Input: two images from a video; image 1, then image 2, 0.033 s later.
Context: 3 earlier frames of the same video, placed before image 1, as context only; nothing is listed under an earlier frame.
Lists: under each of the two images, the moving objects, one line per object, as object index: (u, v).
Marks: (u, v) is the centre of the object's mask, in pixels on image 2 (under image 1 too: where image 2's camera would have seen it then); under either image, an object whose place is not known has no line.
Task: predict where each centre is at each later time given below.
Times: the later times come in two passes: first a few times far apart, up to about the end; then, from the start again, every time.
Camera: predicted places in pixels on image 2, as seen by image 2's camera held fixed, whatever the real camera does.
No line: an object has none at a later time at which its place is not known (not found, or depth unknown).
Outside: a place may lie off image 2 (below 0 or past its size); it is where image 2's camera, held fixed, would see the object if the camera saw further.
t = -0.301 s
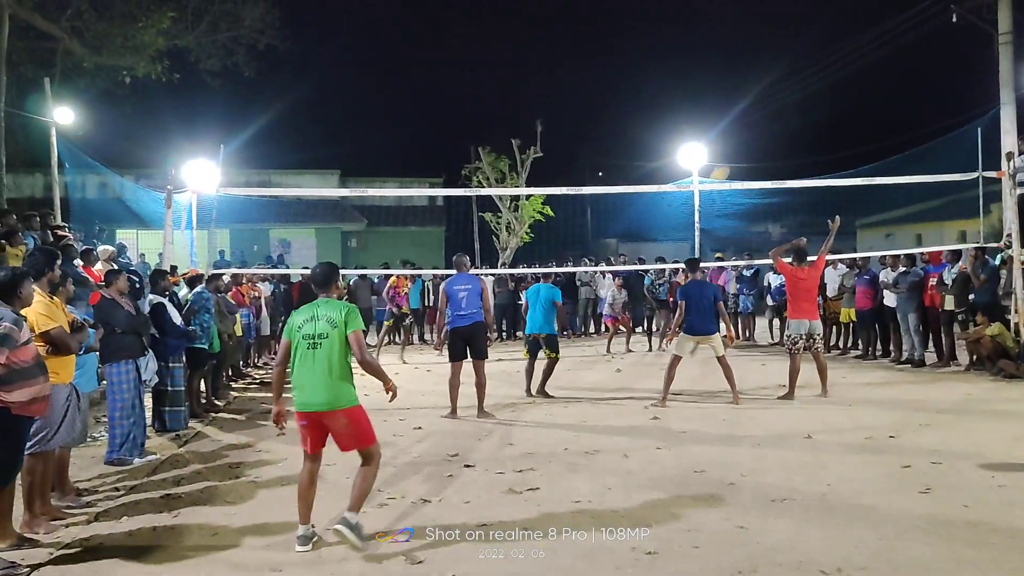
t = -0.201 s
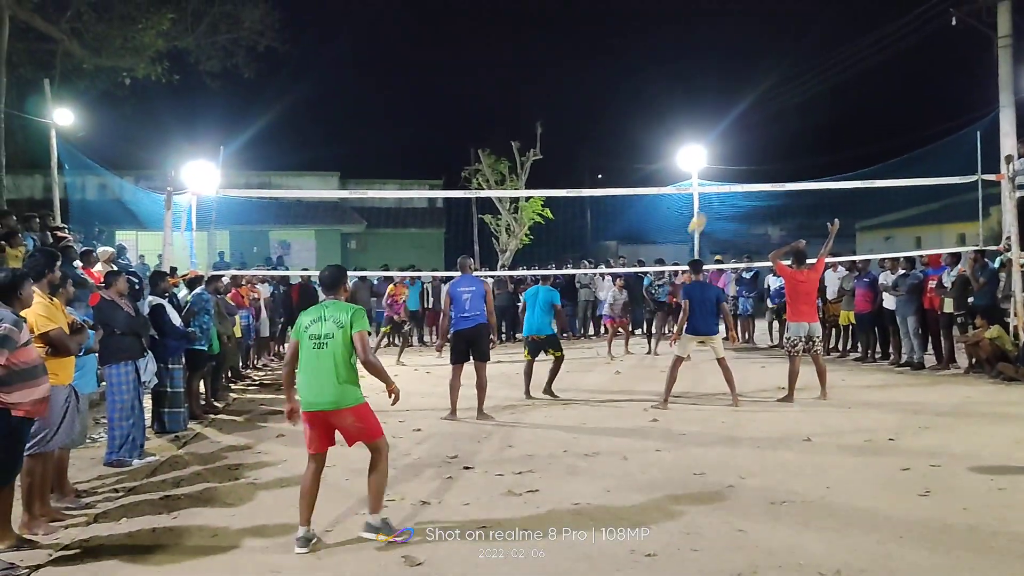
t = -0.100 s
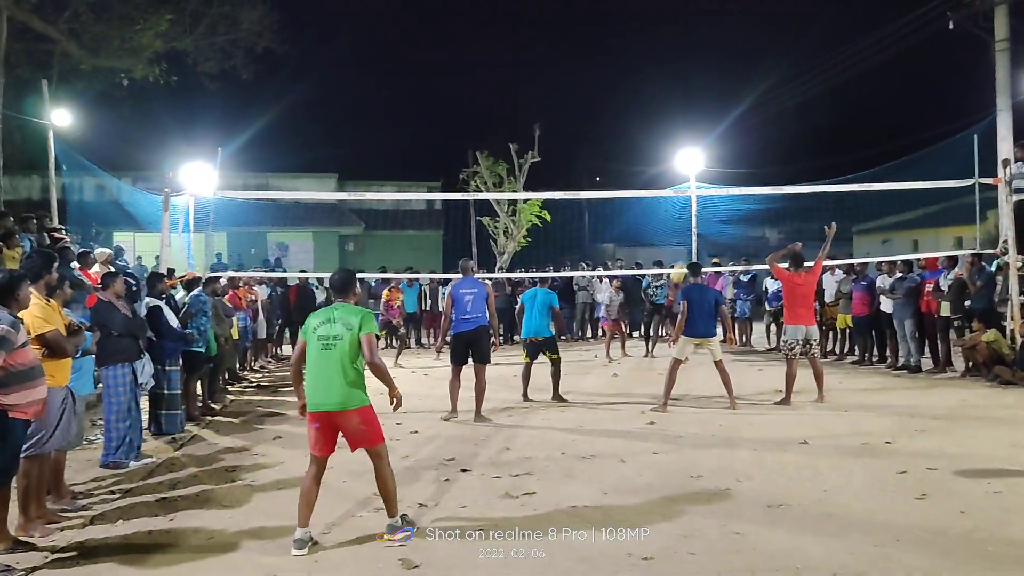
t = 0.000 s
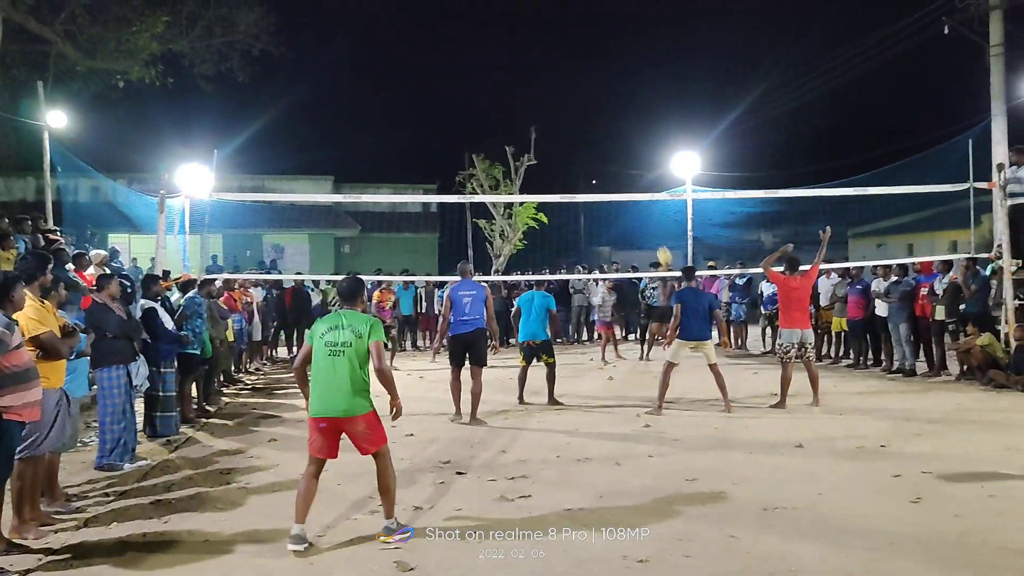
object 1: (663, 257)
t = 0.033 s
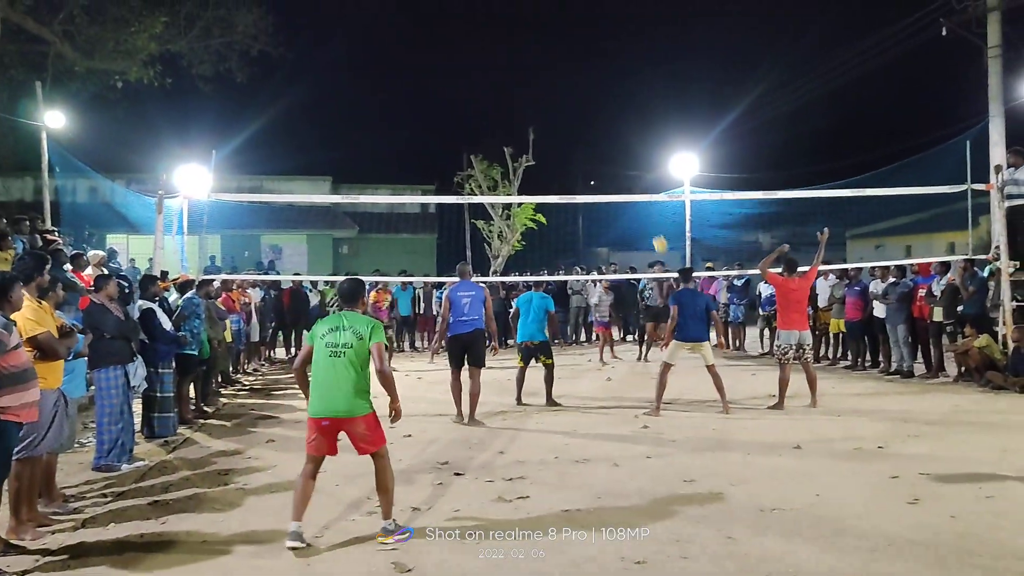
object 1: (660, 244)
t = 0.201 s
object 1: (649, 187)
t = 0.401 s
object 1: (635, 141)
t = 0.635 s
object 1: (619, 116)
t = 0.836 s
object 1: (605, 120)
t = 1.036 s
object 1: (591, 151)
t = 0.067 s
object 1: (658, 232)
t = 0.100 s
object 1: (656, 221)
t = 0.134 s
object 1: (653, 209)
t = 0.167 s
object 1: (652, 198)
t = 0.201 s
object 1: (649, 187)
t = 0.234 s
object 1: (646, 179)
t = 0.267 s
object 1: (644, 170)
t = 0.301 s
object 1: (642, 162)
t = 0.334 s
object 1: (639, 155)
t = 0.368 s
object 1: (637, 147)
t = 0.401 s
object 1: (635, 141)
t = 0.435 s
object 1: (632, 136)
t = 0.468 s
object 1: (630, 130)
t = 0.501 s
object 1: (628, 126)
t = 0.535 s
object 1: (625, 123)
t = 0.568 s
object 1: (624, 120)
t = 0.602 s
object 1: (621, 117)
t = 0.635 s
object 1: (619, 116)
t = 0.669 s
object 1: (616, 114)
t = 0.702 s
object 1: (614, 114)
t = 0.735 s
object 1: (611, 115)
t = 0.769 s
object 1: (609, 116)
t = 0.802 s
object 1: (607, 118)
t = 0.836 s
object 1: (605, 120)
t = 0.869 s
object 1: (603, 123)
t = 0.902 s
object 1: (600, 127)
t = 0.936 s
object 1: (598, 132)
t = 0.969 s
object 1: (596, 138)
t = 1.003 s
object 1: (593, 144)
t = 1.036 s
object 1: (591, 151)
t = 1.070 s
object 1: (589, 159)
